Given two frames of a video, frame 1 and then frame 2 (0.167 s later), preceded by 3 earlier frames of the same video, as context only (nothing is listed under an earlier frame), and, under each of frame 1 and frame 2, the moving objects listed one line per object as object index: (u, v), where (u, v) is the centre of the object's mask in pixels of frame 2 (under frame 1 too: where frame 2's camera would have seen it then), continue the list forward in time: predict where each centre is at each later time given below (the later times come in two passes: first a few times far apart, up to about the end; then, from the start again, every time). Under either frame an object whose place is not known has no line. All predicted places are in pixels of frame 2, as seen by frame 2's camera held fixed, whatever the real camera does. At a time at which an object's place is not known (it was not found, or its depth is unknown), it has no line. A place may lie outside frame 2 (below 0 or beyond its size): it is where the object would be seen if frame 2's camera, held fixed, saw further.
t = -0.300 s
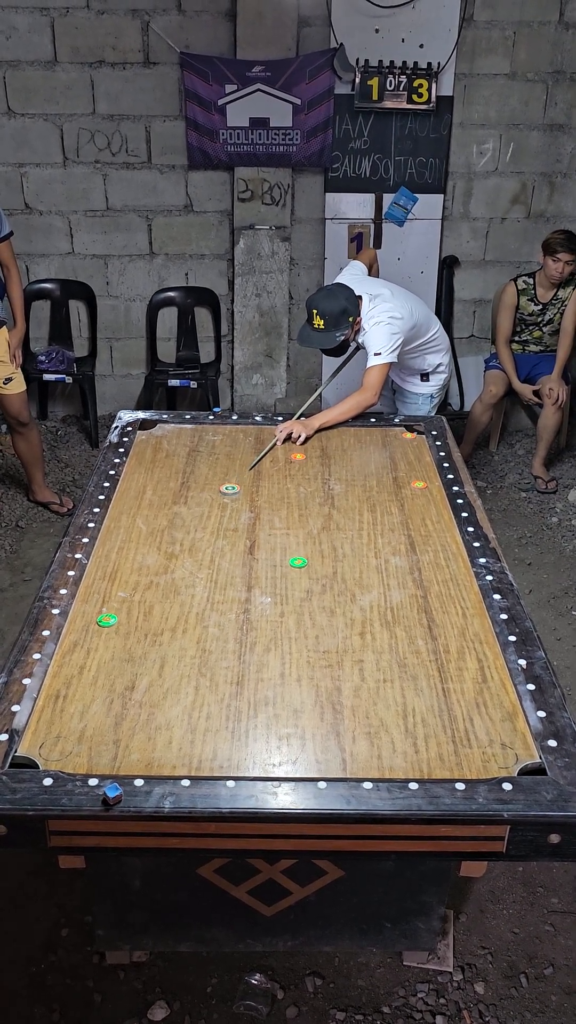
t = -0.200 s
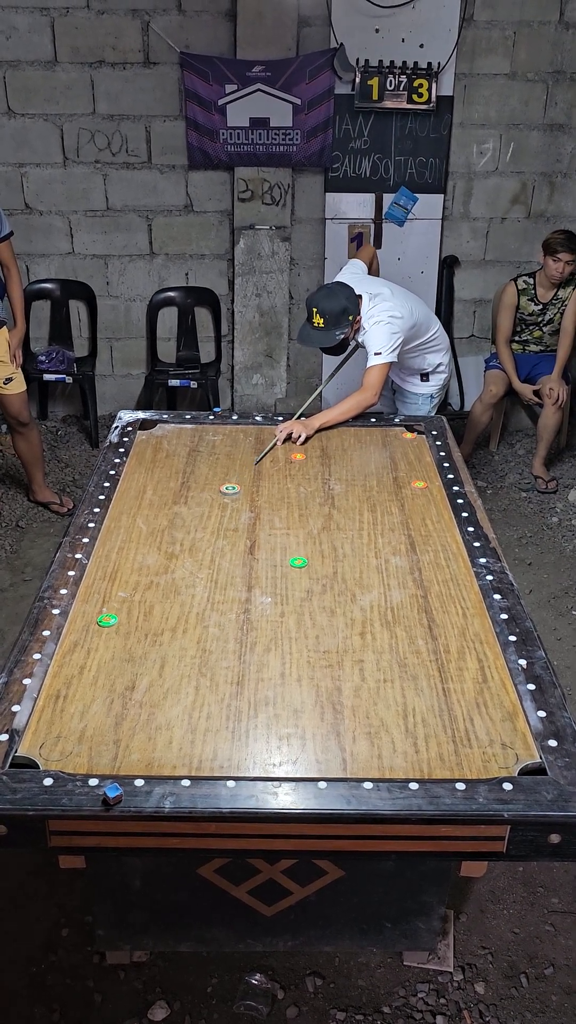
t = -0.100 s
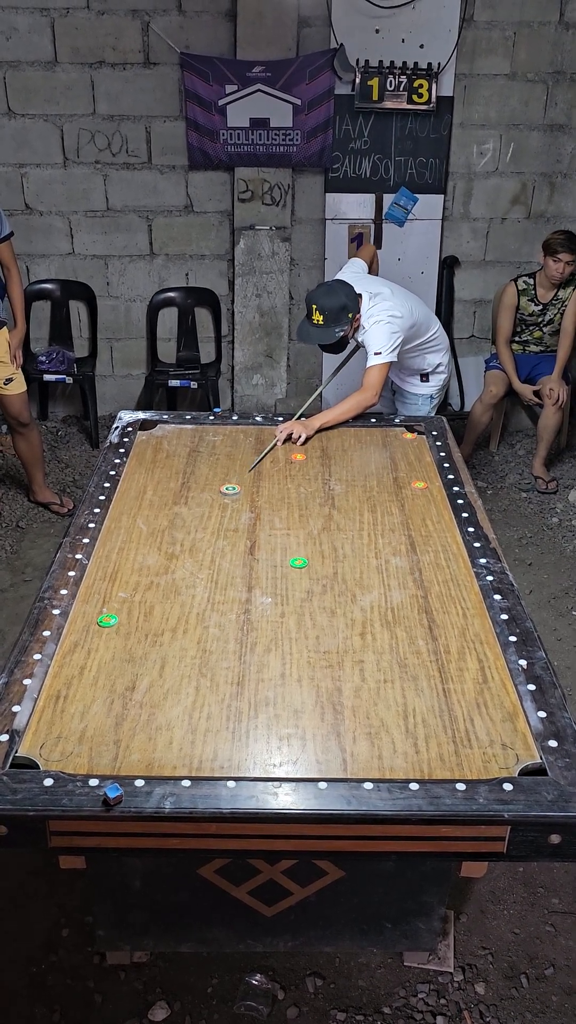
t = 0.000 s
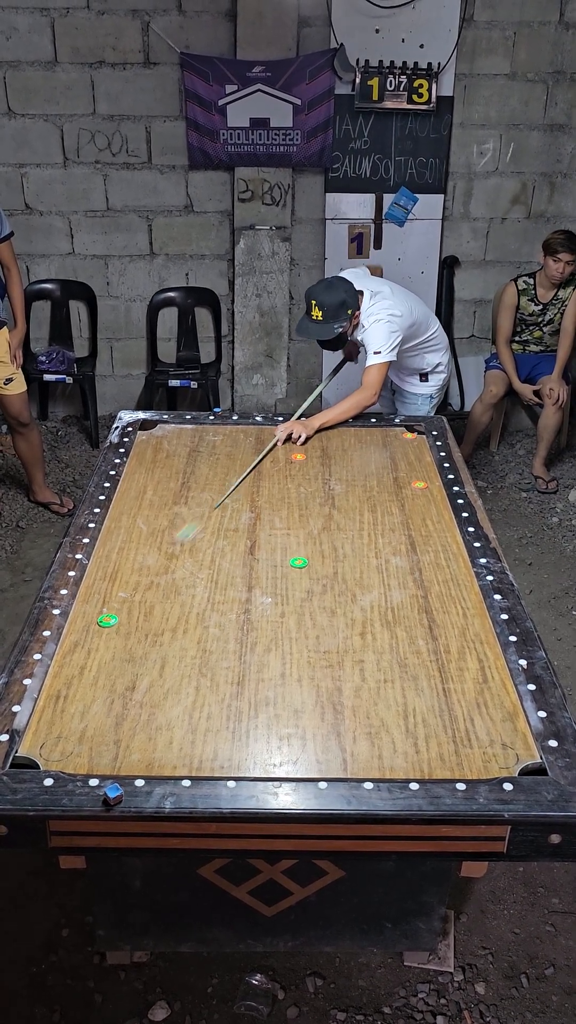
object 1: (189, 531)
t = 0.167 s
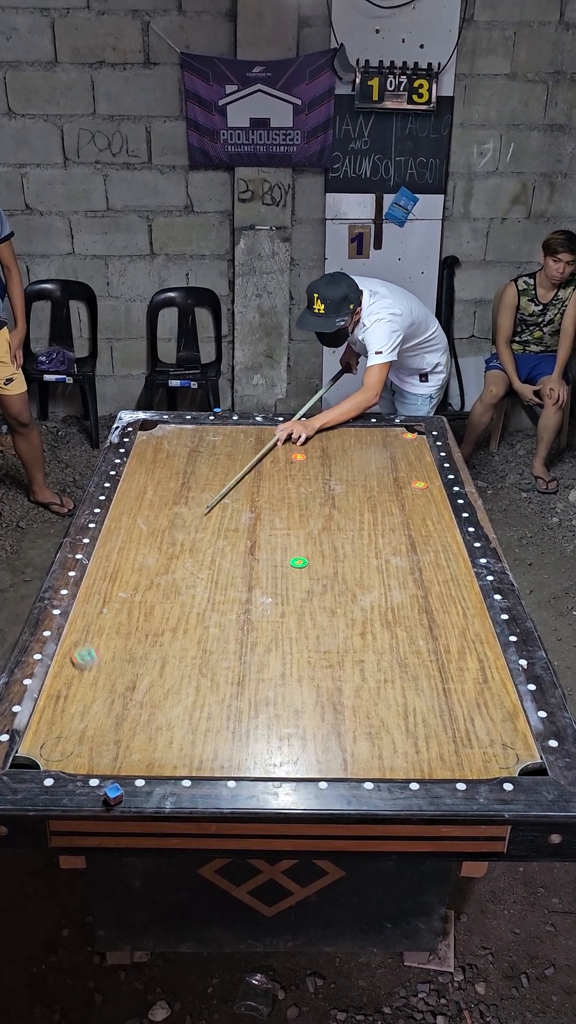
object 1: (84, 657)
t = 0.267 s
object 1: (115, 716)
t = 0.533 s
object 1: (215, 683)
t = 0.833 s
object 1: (292, 597)
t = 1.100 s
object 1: (338, 548)
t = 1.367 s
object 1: (371, 517)
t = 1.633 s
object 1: (392, 497)
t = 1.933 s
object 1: (405, 485)
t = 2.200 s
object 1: (407, 480)
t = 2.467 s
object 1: (407, 480)
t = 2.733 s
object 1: (407, 480)
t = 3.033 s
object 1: (407, 480)
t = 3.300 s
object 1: (407, 480)
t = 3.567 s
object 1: (407, 480)
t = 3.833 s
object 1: (407, 480)
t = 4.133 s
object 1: (407, 480)
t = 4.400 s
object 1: (407, 480)
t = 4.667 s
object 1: (407, 480)
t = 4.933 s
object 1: (407, 480)
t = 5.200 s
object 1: (407, 480)
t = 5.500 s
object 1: (407, 480)
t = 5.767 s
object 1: (407, 480)
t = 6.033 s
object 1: (407, 480)
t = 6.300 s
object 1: (407, 480)
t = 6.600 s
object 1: (407, 480)
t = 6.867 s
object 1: (407, 480)
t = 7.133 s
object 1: (407, 480)
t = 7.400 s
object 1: (407, 480)
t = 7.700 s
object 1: (407, 480)
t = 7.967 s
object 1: (407, 480)
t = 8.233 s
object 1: (407, 480)
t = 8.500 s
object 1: (408, 480)
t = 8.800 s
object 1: (407, 480)
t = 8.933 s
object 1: (407, 480)
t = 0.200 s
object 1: (94, 676)
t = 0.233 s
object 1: (105, 697)
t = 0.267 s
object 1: (115, 716)
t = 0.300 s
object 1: (126, 738)
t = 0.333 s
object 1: (138, 761)
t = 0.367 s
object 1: (153, 754)
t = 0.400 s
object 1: (166, 739)
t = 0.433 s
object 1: (181, 723)
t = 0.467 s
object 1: (193, 709)
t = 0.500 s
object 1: (205, 697)
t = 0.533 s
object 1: (215, 683)
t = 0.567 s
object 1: (226, 671)
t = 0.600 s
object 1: (236, 660)
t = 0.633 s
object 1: (246, 650)
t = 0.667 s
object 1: (255, 639)
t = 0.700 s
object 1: (263, 629)
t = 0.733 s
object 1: (271, 621)
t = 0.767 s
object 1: (278, 612)
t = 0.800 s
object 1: (286, 604)
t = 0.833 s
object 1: (292, 597)
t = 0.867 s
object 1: (299, 589)
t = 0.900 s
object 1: (305, 582)
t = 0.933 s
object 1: (310, 575)
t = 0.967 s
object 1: (316, 569)
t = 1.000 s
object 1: (322, 563)
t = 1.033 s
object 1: (328, 558)
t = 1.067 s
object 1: (333, 553)
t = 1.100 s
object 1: (338, 548)
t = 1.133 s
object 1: (343, 543)
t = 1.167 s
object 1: (348, 539)
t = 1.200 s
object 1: (352, 535)
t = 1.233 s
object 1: (356, 531)
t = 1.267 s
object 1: (360, 527)
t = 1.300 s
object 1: (364, 524)
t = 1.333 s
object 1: (367, 520)
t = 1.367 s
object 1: (371, 517)
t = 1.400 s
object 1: (374, 514)
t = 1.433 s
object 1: (377, 511)
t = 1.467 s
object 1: (380, 509)
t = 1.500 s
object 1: (382, 506)
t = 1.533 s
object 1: (385, 504)
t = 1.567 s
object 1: (387, 501)
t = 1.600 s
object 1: (390, 499)
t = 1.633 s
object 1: (392, 497)
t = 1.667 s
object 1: (394, 496)
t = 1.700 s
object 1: (396, 494)
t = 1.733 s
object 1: (398, 492)
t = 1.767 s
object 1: (400, 490)
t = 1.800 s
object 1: (401, 489)
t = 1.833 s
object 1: (402, 488)
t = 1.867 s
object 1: (403, 486)
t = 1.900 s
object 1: (404, 486)
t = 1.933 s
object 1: (405, 485)
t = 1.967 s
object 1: (405, 484)
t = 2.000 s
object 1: (406, 483)
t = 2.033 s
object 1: (406, 482)
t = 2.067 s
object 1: (407, 482)
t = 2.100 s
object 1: (407, 481)
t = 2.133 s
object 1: (407, 481)
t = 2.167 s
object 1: (407, 481)
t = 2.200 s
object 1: (407, 480)
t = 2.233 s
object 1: (407, 480)
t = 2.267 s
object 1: (407, 480)
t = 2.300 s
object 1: (407, 480)
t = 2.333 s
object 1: (407, 480)
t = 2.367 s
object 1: (407, 480)
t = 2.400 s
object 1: (407, 480)
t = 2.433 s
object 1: (407, 480)
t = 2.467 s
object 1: (407, 480)
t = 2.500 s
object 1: (407, 480)
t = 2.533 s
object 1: (407, 480)
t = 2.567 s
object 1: (407, 480)
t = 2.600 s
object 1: (407, 480)
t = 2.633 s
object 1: (407, 480)
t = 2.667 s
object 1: (407, 480)
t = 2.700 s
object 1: (407, 480)
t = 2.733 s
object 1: (407, 480)
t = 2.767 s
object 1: (407, 480)
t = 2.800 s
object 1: (407, 480)
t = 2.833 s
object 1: (407, 480)
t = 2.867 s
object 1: (407, 480)
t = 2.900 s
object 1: (407, 480)
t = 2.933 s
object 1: (407, 480)
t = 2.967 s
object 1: (407, 480)
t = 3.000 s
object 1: (407, 480)
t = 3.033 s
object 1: (407, 480)
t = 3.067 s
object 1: (407, 480)
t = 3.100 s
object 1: (407, 480)
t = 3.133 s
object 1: (407, 480)
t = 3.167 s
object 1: (407, 480)
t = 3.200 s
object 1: (407, 480)
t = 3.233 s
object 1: (407, 480)
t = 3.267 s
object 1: (407, 480)
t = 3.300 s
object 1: (407, 480)
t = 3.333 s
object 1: (407, 480)
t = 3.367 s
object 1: (407, 480)
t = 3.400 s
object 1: (407, 480)
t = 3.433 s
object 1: (407, 480)
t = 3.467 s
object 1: (407, 480)
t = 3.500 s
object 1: (407, 480)
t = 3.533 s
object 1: (407, 480)
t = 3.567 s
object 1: (407, 480)
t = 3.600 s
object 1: (407, 480)
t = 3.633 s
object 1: (407, 480)
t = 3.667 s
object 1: (407, 480)
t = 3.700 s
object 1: (407, 480)
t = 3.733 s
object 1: (407, 480)
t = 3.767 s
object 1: (407, 480)
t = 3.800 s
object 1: (407, 480)
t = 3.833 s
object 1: (407, 480)
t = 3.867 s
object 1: (407, 480)
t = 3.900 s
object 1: (407, 480)
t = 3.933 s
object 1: (407, 480)
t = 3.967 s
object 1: (407, 480)
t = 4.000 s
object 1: (407, 480)
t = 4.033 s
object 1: (407, 480)
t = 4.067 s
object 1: (407, 480)
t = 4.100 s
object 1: (407, 480)
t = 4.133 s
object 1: (407, 480)
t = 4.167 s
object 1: (407, 480)
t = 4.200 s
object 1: (407, 480)
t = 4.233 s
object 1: (407, 480)
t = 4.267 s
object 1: (407, 480)
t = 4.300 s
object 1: (407, 480)
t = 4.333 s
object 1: (407, 480)
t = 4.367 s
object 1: (407, 480)
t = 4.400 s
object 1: (407, 480)
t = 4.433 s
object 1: (407, 480)
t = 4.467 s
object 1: (407, 480)
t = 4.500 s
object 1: (407, 480)
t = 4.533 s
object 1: (407, 480)
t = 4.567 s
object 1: (407, 480)
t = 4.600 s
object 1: (407, 480)
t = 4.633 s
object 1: (407, 480)
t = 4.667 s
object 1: (407, 480)
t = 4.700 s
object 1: (407, 480)
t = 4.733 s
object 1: (407, 480)
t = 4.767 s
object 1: (407, 480)
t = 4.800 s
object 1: (407, 480)
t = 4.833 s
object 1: (407, 480)
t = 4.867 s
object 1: (407, 480)
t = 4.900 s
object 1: (407, 480)
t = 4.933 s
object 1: (407, 480)
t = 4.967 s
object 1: (407, 480)
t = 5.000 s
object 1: (407, 480)
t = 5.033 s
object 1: (407, 480)
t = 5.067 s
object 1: (407, 480)
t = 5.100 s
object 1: (407, 480)
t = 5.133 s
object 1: (407, 480)
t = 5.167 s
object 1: (407, 480)
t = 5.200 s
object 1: (407, 480)
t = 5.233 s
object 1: (407, 480)
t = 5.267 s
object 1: (407, 480)
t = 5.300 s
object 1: (407, 480)
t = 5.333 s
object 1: (407, 480)
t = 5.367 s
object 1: (407, 480)
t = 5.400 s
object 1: (407, 480)
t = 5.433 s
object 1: (407, 480)
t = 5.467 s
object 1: (407, 480)
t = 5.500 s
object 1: (407, 480)
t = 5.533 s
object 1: (407, 480)
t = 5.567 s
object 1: (407, 480)
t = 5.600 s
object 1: (407, 480)
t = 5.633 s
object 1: (407, 480)
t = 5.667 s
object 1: (407, 480)
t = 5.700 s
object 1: (407, 480)
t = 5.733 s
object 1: (407, 480)
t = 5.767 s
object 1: (407, 480)
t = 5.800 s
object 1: (407, 480)
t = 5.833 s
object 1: (407, 480)
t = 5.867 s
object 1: (407, 480)
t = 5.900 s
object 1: (407, 480)
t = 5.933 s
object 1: (407, 480)
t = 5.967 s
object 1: (407, 480)
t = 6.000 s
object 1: (407, 480)
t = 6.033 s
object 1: (407, 480)
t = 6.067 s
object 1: (407, 480)
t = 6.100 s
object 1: (407, 480)
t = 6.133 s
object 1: (407, 480)
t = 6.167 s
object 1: (407, 480)
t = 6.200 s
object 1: (407, 480)
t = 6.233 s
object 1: (407, 480)
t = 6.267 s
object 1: (407, 480)
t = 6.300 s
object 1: (407, 480)
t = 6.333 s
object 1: (407, 480)
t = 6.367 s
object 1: (407, 480)
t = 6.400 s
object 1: (407, 480)
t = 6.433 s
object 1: (407, 480)
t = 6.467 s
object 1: (407, 480)
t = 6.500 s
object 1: (407, 480)
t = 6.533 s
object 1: (407, 480)
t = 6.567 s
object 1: (407, 480)
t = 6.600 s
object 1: (407, 480)
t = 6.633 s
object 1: (407, 480)
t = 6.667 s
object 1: (407, 480)
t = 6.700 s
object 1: (407, 480)
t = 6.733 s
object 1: (407, 480)
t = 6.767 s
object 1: (407, 480)
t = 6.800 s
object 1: (407, 480)
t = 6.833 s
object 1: (407, 480)
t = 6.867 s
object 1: (407, 480)
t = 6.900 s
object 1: (407, 480)
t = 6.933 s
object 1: (407, 480)
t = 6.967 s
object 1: (407, 480)
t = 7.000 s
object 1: (407, 480)
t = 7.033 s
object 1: (407, 480)
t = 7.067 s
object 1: (407, 480)
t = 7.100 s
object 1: (407, 480)
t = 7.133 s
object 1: (407, 480)
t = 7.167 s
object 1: (407, 480)
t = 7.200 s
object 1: (407, 480)
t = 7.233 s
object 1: (407, 480)
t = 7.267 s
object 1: (407, 480)
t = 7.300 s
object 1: (407, 480)
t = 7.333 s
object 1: (407, 480)
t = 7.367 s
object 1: (407, 480)
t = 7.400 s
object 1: (407, 480)
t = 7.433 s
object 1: (407, 480)
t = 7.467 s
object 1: (407, 480)
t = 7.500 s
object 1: (407, 480)
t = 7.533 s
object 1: (407, 480)
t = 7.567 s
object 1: (407, 480)
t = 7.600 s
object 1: (407, 480)
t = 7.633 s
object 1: (407, 480)
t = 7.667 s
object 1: (407, 480)
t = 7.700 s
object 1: (407, 480)
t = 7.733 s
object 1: (407, 480)
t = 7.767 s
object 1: (407, 480)
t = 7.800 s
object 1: (407, 480)
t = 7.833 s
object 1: (407, 480)
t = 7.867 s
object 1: (407, 480)
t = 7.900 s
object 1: (407, 480)
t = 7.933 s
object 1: (407, 480)
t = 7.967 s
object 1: (407, 480)
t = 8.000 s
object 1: (407, 480)
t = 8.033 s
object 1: (407, 480)
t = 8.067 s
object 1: (407, 480)
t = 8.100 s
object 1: (407, 480)
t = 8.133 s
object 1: (407, 480)
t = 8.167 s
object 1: (407, 480)
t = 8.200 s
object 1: (407, 480)
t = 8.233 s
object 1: (407, 480)
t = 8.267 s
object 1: (407, 480)
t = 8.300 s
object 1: (407, 480)
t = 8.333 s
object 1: (407, 480)
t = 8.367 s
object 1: (407, 480)
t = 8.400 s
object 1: (408, 480)
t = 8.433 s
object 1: (408, 480)
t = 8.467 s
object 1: (408, 480)
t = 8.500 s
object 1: (408, 480)
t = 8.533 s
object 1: (408, 480)
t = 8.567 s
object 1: (408, 480)
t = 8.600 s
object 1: (408, 480)
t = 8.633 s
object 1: (408, 480)
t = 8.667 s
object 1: (408, 480)
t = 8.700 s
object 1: (408, 480)
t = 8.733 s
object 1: (407, 480)
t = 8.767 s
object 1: (407, 480)
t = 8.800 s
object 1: (407, 480)
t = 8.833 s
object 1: (407, 480)
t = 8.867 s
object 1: (407, 480)
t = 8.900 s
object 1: (407, 480)
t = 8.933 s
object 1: (407, 480)
